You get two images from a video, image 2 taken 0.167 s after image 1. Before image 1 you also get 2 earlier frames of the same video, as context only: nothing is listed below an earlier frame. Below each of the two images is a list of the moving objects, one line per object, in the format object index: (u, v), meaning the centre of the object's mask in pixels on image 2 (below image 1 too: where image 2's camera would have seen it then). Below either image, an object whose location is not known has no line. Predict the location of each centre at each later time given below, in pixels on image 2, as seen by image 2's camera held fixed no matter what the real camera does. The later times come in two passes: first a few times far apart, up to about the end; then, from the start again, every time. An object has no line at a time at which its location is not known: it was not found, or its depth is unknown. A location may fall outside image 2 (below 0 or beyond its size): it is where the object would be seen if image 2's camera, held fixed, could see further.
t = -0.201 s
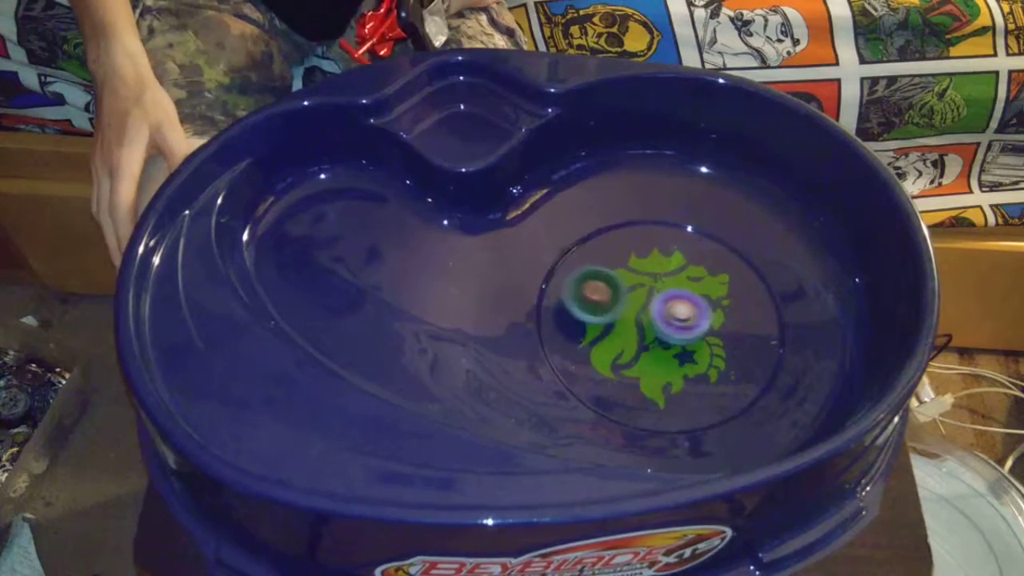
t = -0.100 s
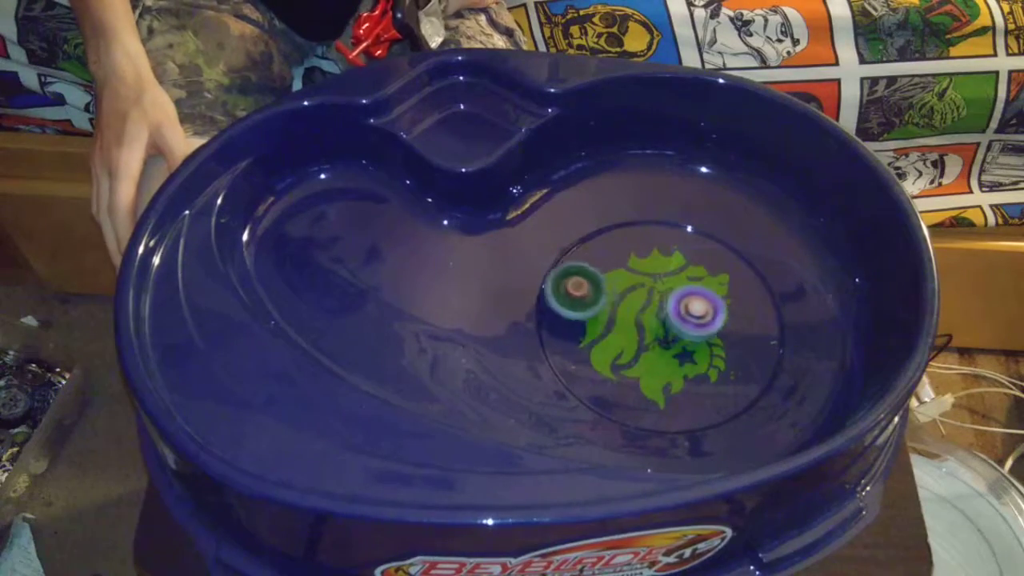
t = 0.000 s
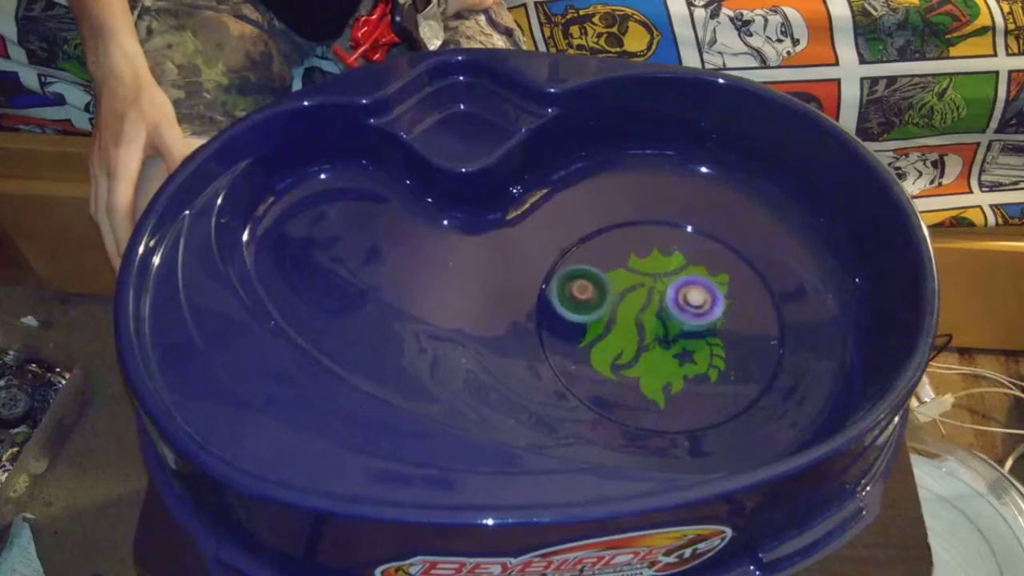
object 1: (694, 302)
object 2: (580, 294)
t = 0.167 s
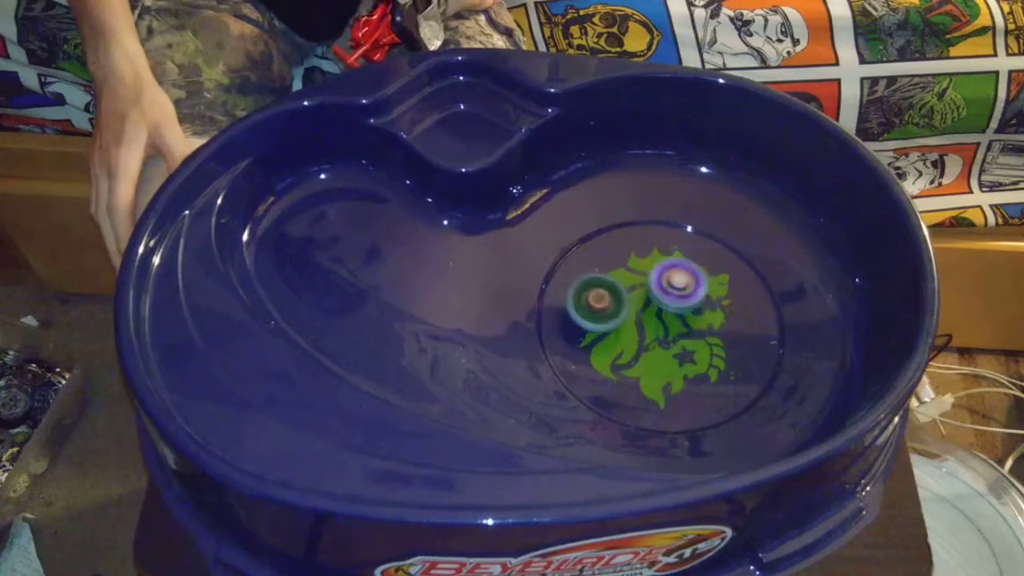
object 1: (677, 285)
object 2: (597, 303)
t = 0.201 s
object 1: (673, 282)
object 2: (601, 305)
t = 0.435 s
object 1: (726, 241)
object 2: (484, 375)
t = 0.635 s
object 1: (706, 245)
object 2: (468, 395)
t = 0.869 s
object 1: (664, 264)
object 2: (574, 383)
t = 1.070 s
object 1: (654, 292)
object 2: (658, 352)
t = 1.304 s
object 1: (646, 270)
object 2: (704, 409)
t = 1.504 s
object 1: (636, 289)
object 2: (711, 386)
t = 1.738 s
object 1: (645, 319)
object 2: (716, 375)
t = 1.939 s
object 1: (654, 326)
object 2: (734, 376)
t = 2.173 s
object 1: (652, 328)
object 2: (739, 367)
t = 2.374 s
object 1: (658, 333)
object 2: (733, 356)
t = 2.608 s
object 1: (592, 305)
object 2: (819, 353)
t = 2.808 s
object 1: (548, 299)
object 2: (752, 308)
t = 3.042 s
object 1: (573, 327)
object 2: (646, 269)
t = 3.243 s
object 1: (590, 331)
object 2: (616, 275)
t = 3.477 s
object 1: (612, 353)
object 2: (614, 236)
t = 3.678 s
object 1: (642, 350)
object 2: (599, 238)
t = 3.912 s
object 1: (669, 329)
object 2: (587, 256)
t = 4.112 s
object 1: (680, 308)
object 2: (586, 265)
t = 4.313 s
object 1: (676, 288)
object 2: (591, 270)
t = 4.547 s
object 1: (665, 275)
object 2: (595, 275)
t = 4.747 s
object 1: (666, 277)
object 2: (592, 282)
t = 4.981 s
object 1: (753, 284)
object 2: (471, 291)
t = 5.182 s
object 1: (797, 281)
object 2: (320, 314)
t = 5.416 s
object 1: (717, 279)
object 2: (335, 302)
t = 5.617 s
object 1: (675, 302)
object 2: (348, 305)
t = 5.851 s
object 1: (680, 348)
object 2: (363, 310)
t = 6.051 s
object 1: (690, 377)
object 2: (379, 316)
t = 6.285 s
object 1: (694, 391)
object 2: (401, 323)
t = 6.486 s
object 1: (688, 390)
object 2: (436, 339)
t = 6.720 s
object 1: (666, 378)
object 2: (531, 358)
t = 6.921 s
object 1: (677, 362)
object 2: (550, 344)
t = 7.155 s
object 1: (700, 326)
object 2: (535, 316)
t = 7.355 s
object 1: (670, 290)
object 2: (554, 331)
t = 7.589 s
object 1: (633, 263)
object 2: (589, 343)
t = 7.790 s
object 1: (608, 256)
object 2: (604, 344)
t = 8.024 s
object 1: (589, 265)
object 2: (620, 345)
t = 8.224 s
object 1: (590, 284)
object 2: (634, 342)
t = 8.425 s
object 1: (597, 288)
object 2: (668, 373)
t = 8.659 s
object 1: (580, 270)
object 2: (775, 398)
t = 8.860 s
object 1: (587, 283)
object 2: (765, 343)
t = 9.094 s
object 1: (619, 299)
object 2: (715, 306)
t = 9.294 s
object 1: (631, 308)
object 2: (736, 311)
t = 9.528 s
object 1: (655, 320)
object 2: (738, 315)
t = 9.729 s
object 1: (647, 329)
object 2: (777, 309)
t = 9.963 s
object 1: (651, 344)
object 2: (748, 305)
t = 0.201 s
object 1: (673, 282)
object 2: (601, 305)
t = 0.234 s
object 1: (669, 280)
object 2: (604, 306)
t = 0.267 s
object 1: (664, 280)
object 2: (608, 308)
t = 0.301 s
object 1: (668, 274)
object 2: (596, 316)
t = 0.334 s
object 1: (688, 263)
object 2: (556, 334)
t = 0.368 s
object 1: (704, 253)
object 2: (530, 347)
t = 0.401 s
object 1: (718, 245)
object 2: (505, 364)
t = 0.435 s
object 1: (726, 241)
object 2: (484, 375)
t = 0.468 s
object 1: (731, 236)
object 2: (468, 386)
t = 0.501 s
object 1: (731, 235)
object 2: (459, 394)
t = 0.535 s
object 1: (727, 238)
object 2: (454, 398)
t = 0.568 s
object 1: (720, 240)
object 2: (457, 398)
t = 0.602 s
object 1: (713, 243)
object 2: (462, 396)
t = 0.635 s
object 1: (706, 245)
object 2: (468, 395)
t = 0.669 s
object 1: (699, 248)
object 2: (476, 395)
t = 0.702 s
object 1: (691, 250)
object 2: (486, 394)
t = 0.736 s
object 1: (684, 253)
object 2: (500, 394)
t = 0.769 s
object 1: (678, 256)
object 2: (518, 393)
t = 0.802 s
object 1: (672, 258)
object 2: (539, 390)
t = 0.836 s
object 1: (668, 261)
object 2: (557, 386)
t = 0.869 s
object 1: (664, 264)
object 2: (574, 383)
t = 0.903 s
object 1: (661, 267)
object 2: (591, 380)
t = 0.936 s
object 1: (658, 271)
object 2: (605, 376)
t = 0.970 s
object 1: (656, 276)
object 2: (620, 369)
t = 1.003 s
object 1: (655, 281)
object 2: (635, 363)
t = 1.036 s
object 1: (654, 287)
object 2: (648, 358)
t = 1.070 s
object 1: (654, 292)
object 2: (658, 352)
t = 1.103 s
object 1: (653, 287)
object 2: (668, 371)
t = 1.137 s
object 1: (653, 278)
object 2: (679, 390)
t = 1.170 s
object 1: (652, 272)
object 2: (688, 403)
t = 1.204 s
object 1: (651, 269)
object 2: (694, 412)
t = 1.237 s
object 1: (650, 268)
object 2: (699, 416)
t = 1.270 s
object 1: (648, 269)
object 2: (702, 414)
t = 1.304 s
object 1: (646, 270)
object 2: (704, 409)
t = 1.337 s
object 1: (645, 272)
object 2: (706, 404)
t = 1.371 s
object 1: (642, 275)
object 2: (707, 400)
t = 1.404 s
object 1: (640, 278)
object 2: (708, 395)
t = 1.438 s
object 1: (639, 281)
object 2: (709, 392)
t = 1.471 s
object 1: (637, 285)
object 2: (710, 389)
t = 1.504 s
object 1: (636, 289)
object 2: (711, 386)
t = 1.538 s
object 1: (636, 294)
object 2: (712, 385)
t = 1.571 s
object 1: (636, 298)
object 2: (713, 384)
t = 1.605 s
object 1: (637, 303)
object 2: (714, 381)
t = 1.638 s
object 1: (638, 307)
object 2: (715, 380)
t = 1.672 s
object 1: (640, 311)
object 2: (715, 378)
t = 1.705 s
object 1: (642, 315)
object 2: (716, 376)
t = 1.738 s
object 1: (645, 319)
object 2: (716, 375)
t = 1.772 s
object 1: (648, 322)
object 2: (717, 373)
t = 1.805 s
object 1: (652, 326)
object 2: (717, 372)
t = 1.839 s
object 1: (655, 328)
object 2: (717, 370)
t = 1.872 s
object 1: (658, 331)
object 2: (717, 368)
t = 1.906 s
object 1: (657, 329)
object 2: (726, 373)
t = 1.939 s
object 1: (654, 326)
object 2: (734, 376)
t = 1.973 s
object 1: (652, 325)
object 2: (739, 377)
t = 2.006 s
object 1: (651, 325)
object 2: (740, 376)
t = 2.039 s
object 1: (651, 325)
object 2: (740, 374)
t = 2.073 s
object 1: (651, 325)
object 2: (741, 372)
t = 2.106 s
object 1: (651, 326)
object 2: (741, 371)
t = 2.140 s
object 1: (652, 327)
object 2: (740, 369)
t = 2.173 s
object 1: (652, 328)
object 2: (739, 367)
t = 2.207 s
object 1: (653, 329)
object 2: (738, 365)
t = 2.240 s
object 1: (654, 330)
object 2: (738, 363)
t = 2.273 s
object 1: (655, 331)
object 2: (737, 361)
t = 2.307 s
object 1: (656, 332)
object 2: (736, 359)
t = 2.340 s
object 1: (657, 333)
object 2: (735, 358)
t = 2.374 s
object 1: (658, 333)
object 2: (733, 356)
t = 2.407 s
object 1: (659, 333)
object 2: (732, 355)
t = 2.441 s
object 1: (660, 333)
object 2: (730, 353)
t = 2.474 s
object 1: (661, 333)
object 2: (728, 351)
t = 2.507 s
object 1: (660, 332)
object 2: (728, 350)
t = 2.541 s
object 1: (635, 322)
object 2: (768, 359)
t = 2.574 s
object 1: (611, 313)
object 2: (798, 354)
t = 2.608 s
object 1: (592, 305)
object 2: (819, 353)
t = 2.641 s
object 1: (575, 299)
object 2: (831, 355)
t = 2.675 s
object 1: (562, 294)
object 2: (822, 346)
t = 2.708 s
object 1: (553, 292)
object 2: (806, 337)
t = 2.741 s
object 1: (547, 291)
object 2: (789, 327)
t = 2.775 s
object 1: (545, 293)
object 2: (770, 318)
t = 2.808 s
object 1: (548, 299)
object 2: (752, 308)
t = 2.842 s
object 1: (553, 304)
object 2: (733, 298)
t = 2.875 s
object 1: (557, 310)
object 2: (714, 289)
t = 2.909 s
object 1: (560, 315)
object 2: (698, 283)
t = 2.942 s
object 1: (564, 319)
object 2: (682, 277)
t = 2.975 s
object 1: (568, 322)
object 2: (668, 273)
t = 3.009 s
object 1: (571, 325)
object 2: (657, 270)
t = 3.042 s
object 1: (573, 327)
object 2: (646, 269)
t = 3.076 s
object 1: (576, 329)
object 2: (638, 269)
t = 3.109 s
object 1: (579, 330)
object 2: (631, 270)
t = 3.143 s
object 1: (581, 331)
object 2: (627, 271)
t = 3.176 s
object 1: (584, 332)
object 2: (623, 272)
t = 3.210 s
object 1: (587, 331)
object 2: (619, 273)
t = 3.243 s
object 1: (590, 331)
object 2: (616, 275)
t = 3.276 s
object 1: (593, 330)
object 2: (613, 276)
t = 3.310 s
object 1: (597, 329)
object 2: (609, 277)
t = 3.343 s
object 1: (600, 332)
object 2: (608, 275)
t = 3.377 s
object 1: (601, 341)
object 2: (610, 259)
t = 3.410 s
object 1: (604, 347)
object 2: (612, 249)
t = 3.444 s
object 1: (607, 351)
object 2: (614, 241)
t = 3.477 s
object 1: (612, 353)
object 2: (614, 236)
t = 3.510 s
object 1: (617, 354)
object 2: (612, 233)
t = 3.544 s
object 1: (621, 354)
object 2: (611, 233)
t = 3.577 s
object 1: (626, 354)
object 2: (608, 234)
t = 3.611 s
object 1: (632, 353)
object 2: (605, 235)
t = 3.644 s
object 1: (637, 351)
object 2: (602, 236)
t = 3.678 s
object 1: (642, 350)
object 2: (599, 238)
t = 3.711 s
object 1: (646, 347)
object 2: (596, 241)
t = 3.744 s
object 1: (651, 344)
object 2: (594, 243)
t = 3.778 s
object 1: (655, 341)
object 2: (592, 245)
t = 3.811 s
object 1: (659, 338)
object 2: (590, 248)
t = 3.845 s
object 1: (663, 336)
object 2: (588, 251)
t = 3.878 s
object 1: (666, 333)
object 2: (587, 253)
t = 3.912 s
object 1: (669, 329)
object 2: (587, 256)
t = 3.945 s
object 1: (672, 325)
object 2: (586, 258)
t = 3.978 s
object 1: (674, 322)
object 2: (586, 260)
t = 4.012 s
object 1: (677, 318)
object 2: (586, 262)
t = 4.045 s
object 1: (678, 315)
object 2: (586, 263)
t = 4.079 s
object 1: (679, 311)
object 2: (586, 264)
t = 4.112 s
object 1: (680, 308)
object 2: (586, 265)
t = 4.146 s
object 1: (680, 305)
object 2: (587, 266)
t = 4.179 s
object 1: (679, 301)
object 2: (587, 267)
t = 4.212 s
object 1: (679, 298)
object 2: (588, 268)
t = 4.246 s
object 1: (678, 295)
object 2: (589, 268)
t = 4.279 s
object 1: (677, 291)
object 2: (589, 269)
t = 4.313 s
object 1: (676, 288)
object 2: (591, 270)
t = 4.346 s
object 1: (674, 285)
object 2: (592, 271)
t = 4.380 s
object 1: (672, 283)
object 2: (593, 272)
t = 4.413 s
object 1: (670, 280)
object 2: (594, 272)
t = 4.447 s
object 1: (668, 278)
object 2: (596, 273)
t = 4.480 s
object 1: (666, 277)
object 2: (598, 274)
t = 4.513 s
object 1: (664, 276)
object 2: (598, 275)
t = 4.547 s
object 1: (665, 275)
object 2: (595, 275)
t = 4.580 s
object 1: (667, 276)
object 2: (590, 276)
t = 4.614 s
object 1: (668, 276)
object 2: (589, 277)
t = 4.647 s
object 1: (668, 276)
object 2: (589, 278)
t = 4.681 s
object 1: (667, 276)
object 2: (590, 279)
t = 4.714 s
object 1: (667, 277)
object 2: (591, 280)
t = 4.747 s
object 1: (666, 277)
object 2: (592, 282)
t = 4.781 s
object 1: (665, 278)
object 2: (594, 284)
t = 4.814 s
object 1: (665, 278)
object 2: (596, 286)
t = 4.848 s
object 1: (664, 280)
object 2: (598, 288)
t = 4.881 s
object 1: (664, 281)
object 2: (600, 289)
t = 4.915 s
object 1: (696, 283)
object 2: (558, 292)
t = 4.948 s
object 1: (725, 283)
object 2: (513, 286)
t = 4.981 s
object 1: (753, 284)
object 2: (471, 291)
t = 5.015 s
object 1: (774, 285)
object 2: (439, 294)
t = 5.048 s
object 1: (790, 284)
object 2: (405, 298)
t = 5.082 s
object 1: (799, 285)
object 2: (378, 303)
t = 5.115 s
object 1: (802, 284)
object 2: (354, 308)
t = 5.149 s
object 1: (801, 283)
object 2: (335, 311)
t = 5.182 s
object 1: (797, 281)
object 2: (320, 314)
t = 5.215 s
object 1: (790, 279)
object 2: (310, 316)
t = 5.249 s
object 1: (782, 278)
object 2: (310, 314)
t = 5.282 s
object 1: (771, 277)
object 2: (316, 309)
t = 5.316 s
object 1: (757, 277)
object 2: (322, 306)
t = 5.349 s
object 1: (742, 278)
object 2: (327, 303)
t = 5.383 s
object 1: (729, 278)
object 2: (332, 302)
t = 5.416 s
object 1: (717, 279)
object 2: (335, 302)
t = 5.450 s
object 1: (706, 281)
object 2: (338, 302)
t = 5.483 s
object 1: (697, 284)
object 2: (341, 302)
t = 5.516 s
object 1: (689, 287)
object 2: (343, 303)
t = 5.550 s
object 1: (682, 291)
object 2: (345, 304)
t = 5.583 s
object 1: (678, 296)
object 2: (346, 304)
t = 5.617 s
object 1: (675, 302)
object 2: (348, 305)
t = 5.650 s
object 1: (674, 308)
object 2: (350, 305)
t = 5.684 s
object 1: (674, 317)
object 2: (352, 306)
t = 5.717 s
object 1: (674, 323)
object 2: (354, 307)
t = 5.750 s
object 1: (675, 329)
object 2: (356, 308)
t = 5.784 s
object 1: (677, 335)
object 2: (358, 308)
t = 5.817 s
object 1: (678, 342)
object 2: (361, 309)
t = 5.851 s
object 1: (680, 348)
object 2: (363, 310)
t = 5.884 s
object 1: (682, 355)
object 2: (365, 311)
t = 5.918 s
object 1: (683, 360)
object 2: (368, 312)
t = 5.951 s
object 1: (685, 365)
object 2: (370, 313)
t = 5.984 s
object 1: (686, 369)
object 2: (373, 314)
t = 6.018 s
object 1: (688, 373)
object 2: (376, 315)
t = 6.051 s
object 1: (690, 377)
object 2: (379, 316)
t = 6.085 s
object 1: (691, 381)
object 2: (382, 317)
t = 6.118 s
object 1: (692, 383)
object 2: (385, 318)
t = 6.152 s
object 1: (693, 386)
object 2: (388, 319)
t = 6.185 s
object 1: (693, 387)
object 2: (391, 320)
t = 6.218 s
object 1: (694, 389)
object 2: (394, 321)
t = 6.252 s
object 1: (694, 390)
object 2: (397, 322)
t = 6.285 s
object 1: (694, 391)
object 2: (401, 323)
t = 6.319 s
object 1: (693, 391)
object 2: (404, 324)
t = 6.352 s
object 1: (693, 391)
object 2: (408, 326)
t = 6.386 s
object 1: (692, 391)
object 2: (414, 329)
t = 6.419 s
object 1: (691, 391)
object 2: (420, 332)
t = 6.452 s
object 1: (690, 391)
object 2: (427, 335)
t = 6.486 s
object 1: (688, 390)
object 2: (436, 339)
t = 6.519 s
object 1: (686, 389)
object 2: (445, 343)
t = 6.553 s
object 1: (683, 388)
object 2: (458, 347)
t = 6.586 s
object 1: (681, 387)
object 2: (472, 352)
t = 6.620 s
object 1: (677, 385)
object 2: (488, 355)
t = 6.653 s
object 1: (674, 384)
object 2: (504, 357)
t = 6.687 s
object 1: (670, 382)
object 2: (519, 358)
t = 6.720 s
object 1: (666, 378)
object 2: (531, 358)
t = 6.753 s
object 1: (662, 375)
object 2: (543, 357)
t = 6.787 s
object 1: (658, 372)
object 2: (554, 358)
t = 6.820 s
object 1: (653, 369)
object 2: (566, 359)
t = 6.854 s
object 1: (649, 365)
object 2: (578, 359)
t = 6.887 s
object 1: (661, 364)
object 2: (566, 352)
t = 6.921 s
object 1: (677, 362)
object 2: (550, 344)
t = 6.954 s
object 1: (690, 359)
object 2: (542, 334)
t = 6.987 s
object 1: (699, 356)
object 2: (537, 326)
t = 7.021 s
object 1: (705, 351)
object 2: (534, 320)
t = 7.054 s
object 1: (707, 347)
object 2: (533, 316)
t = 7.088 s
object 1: (706, 340)
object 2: (534, 315)
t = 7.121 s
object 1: (703, 333)
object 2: (535, 316)
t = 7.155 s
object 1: (700, 326)
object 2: (535, 316)
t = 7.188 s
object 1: (695, 320)
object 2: (536, 317)
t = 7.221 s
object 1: (691, 313)
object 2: (537, 318)
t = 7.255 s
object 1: (686, 307)
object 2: (538, 319)
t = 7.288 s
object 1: (680, 300)
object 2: (541, 322)
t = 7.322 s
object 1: (676, 295)
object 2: (546, 326)
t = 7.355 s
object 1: (670, 290)
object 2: (554, 331)
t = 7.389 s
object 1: (666, 285)
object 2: (562, 335)
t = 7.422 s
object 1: (660, 280)
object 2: (569, 338)
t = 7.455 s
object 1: (654, 276)
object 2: (574, 340)
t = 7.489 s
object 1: (649, 272)
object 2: (579, 341)
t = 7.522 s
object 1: (643, 269)
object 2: (583, 342)
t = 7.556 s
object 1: (639, 266)
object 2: (586, 342)
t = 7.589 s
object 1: (633, 263)
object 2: (589, 343)
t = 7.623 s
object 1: (629, 261)
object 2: (591, 343)
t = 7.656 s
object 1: (624, 259)
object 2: (593, 343)
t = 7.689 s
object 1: (620, 258)
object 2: (595, 343)
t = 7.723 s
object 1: (616, 257)
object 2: (597, 344)
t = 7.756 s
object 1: (611, 256)
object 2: (600, 344)
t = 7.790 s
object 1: (608, 256)
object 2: (604, 344)
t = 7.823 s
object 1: (604, 256)
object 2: (606, 345)
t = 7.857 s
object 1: (601, 257)
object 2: (609, 345)
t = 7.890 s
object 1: (598, 258)
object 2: (611, 344)
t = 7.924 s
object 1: (595, 259)
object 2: (613, 345)
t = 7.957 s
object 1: (593, 261)
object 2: (616, 345)
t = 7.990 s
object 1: (591, 263)
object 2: (618, 345)
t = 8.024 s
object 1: (589, 265)
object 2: (620, 345)
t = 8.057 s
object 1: (588, 268)
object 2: (623, 344)
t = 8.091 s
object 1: (587, 271)
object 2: (625, 344)
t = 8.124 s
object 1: (587, 274)
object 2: (627, 344)
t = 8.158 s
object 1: (587, 277)
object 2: (630, 343)
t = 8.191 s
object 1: (588, 279)
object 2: (632, 343)
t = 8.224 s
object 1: (590, 284)
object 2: (634, 342)
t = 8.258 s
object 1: (593, 288)
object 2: (635, 342)
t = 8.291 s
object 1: (596, 292)
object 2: (637, 342)
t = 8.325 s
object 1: (598, 295)
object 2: (640, 343)
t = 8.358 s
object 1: (601, 297)
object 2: (644, 345)
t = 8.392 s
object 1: (603, 298)
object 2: (647, 346)
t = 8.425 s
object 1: (597, 288)
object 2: (668, 373)
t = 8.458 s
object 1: (590, 277)
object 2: (697, 395)
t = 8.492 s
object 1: (586, 270)
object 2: (718, 411)
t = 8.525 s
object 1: (584, 267)
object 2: (734, 411)
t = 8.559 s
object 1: (583, 267)
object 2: (746, 414)
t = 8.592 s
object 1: (582, 267)
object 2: (757, 411)
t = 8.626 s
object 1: (581, 268)
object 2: (767, 406)
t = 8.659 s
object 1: (580, 270)
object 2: (775, 398)
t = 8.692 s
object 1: (580, 271)
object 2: (780, 389)
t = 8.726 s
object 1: (581, 273)
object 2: (782, 380)
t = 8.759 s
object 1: (582, 275)
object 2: (782, 371)
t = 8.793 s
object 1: (583, 277)
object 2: (779, 362)
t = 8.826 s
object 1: (585, 280)
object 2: (773, 352)
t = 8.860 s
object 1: (587, 283)
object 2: (765, 343)
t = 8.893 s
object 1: (591, 285)
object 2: (757, 334)
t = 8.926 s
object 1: (595, 288)
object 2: (749, 325)
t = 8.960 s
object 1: (599, 290)
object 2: (742, 319)
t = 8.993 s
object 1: (603, 293)
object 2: (734, 313)
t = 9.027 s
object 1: (608, 295)
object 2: (726, 310)
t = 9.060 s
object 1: (612, 297)
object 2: (720, 307)
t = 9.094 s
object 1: (619, 299)
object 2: (715, 306)
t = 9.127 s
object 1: (624, 301)
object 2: (711, 306)
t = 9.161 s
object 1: (630, 304)
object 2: (708, 306)
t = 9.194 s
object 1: (636, 306)
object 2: (705, 306)
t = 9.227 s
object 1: (637, 307)
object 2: (707, 308)
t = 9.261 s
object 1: (633, 307)
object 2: (723, 310)
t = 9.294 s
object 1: (631, 308)
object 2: (736, 311)
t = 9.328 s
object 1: (631, 309)
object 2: (744, 313)
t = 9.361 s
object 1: (633, 310)
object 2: (746, 314)
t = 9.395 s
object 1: (636, 312)
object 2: (746, 314)
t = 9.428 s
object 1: (640, 314)
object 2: (744, 315)
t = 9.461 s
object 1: (644, 315)
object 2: (742, 315)
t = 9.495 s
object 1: (649, 317)
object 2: (740, 315)
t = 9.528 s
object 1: (655, 320)
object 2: (738, 315)
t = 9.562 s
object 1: (659, 322)
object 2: (736, 316)
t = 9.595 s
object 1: (664, 323)
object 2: (734, 316)
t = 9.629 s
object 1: (666, 325)
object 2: (733, 316)
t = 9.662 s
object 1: (659, 327)
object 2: (748, 314)
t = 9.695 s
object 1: (651, 328)
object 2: (766, 311)
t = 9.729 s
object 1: (647, 329)
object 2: (777, 309)
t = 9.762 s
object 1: (645, 331)
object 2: (779, 308)
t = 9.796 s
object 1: (646, 333)
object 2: (775, 307)
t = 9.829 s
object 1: (647, 336)
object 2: (770, 306)
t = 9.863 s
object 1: (647, 338)
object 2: (765, 305)
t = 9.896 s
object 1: (648, 340)
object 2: (759, 305)
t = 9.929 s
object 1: (649, 342)
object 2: (753, 305)
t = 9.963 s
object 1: (651, 344)
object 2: (748, 305)
